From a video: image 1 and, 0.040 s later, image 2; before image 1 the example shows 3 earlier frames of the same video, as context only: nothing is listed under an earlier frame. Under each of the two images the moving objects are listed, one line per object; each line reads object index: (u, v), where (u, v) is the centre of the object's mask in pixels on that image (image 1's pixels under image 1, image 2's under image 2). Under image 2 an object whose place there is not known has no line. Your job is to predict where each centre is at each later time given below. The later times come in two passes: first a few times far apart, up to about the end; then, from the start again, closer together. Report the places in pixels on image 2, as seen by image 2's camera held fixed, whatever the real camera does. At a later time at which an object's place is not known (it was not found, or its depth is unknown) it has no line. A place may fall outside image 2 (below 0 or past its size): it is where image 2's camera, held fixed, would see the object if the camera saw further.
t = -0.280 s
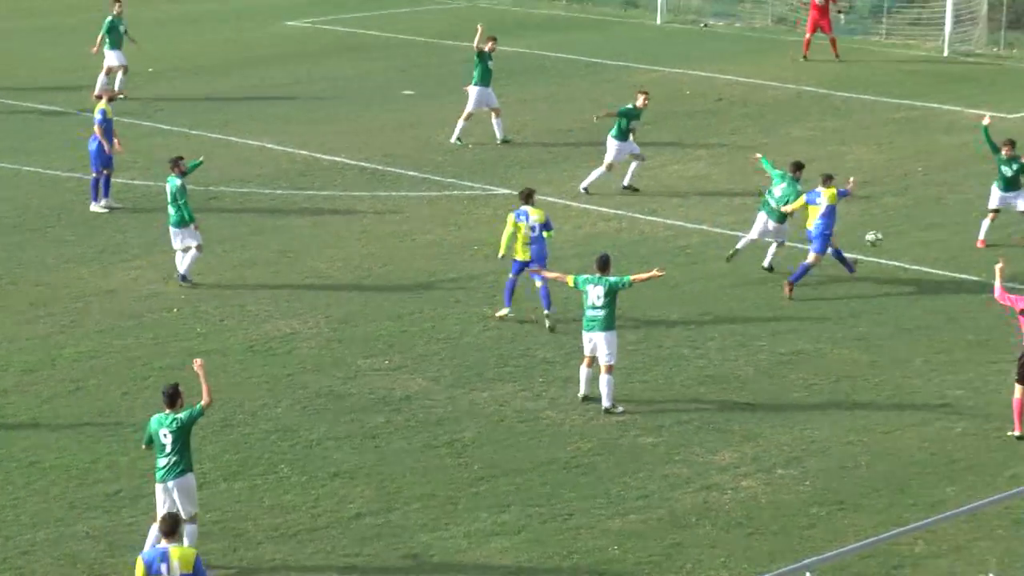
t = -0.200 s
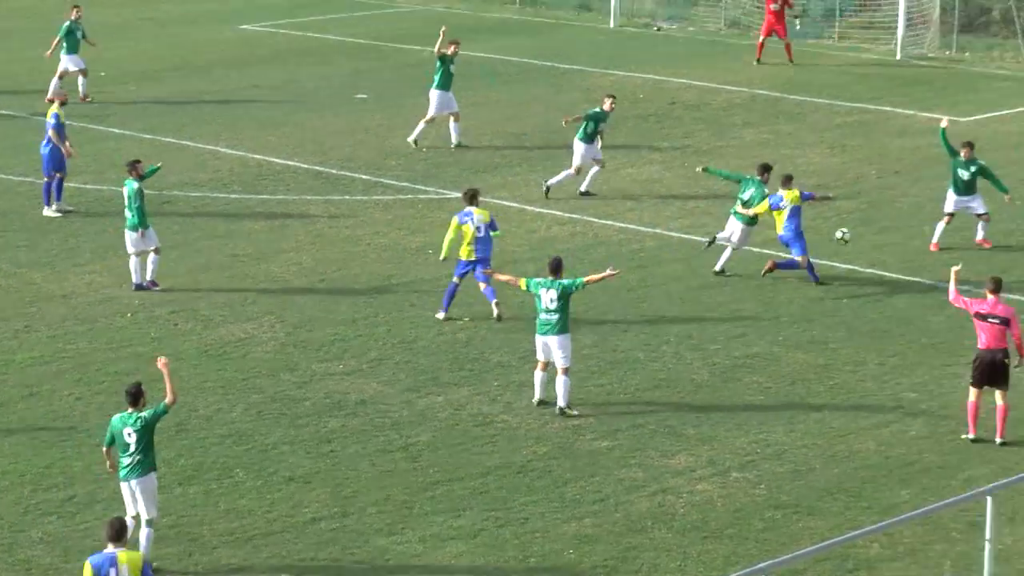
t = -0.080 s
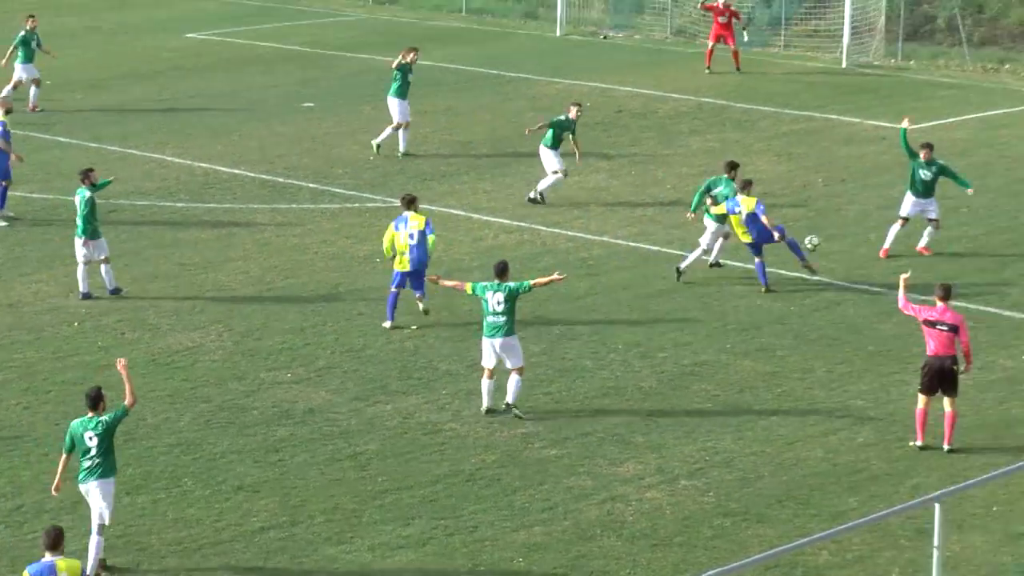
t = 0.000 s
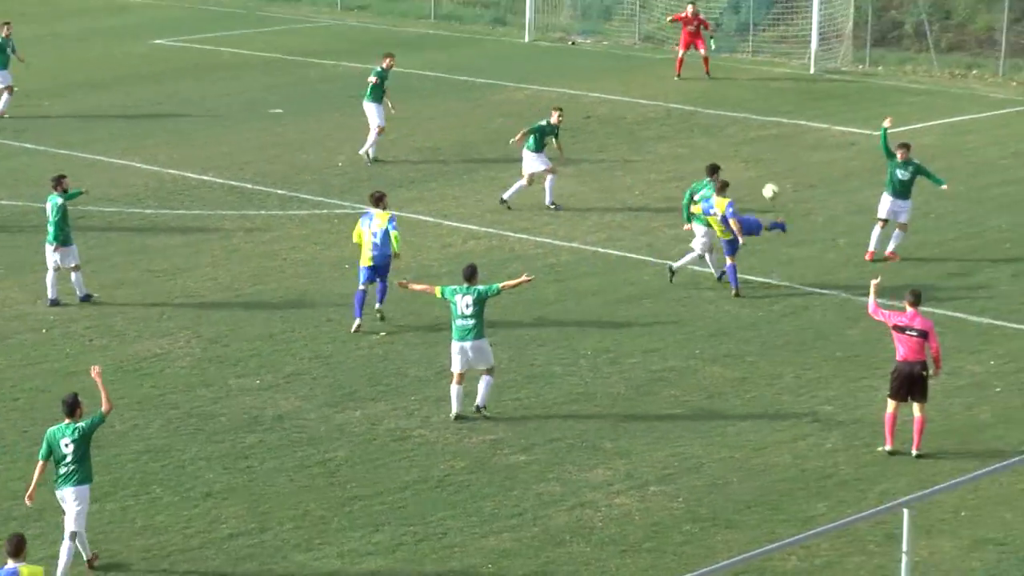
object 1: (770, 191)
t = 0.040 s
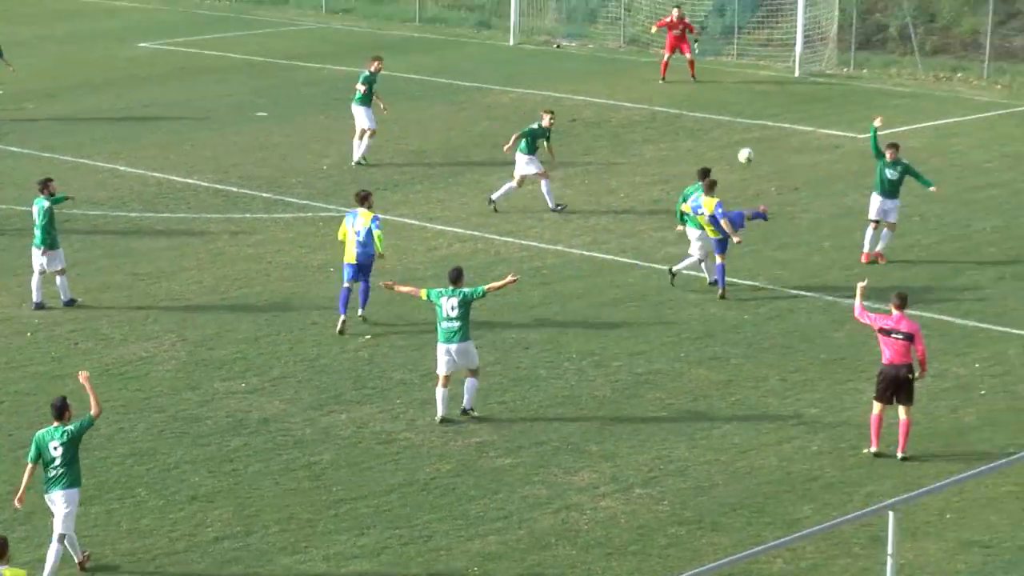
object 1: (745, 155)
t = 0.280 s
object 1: (702, -9)
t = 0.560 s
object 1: (679, -108)
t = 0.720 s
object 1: (672, -121)
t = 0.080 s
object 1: (736, 120)
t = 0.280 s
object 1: (702, -9)
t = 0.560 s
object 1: (679, -108)
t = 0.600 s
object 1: (677, -114)
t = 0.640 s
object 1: (675, -118)
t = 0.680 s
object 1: (674, -120)
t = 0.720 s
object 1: (672, -121)
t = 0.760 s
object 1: (671, -121)
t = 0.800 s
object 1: (670, -121)
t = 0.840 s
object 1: (669, -118)
